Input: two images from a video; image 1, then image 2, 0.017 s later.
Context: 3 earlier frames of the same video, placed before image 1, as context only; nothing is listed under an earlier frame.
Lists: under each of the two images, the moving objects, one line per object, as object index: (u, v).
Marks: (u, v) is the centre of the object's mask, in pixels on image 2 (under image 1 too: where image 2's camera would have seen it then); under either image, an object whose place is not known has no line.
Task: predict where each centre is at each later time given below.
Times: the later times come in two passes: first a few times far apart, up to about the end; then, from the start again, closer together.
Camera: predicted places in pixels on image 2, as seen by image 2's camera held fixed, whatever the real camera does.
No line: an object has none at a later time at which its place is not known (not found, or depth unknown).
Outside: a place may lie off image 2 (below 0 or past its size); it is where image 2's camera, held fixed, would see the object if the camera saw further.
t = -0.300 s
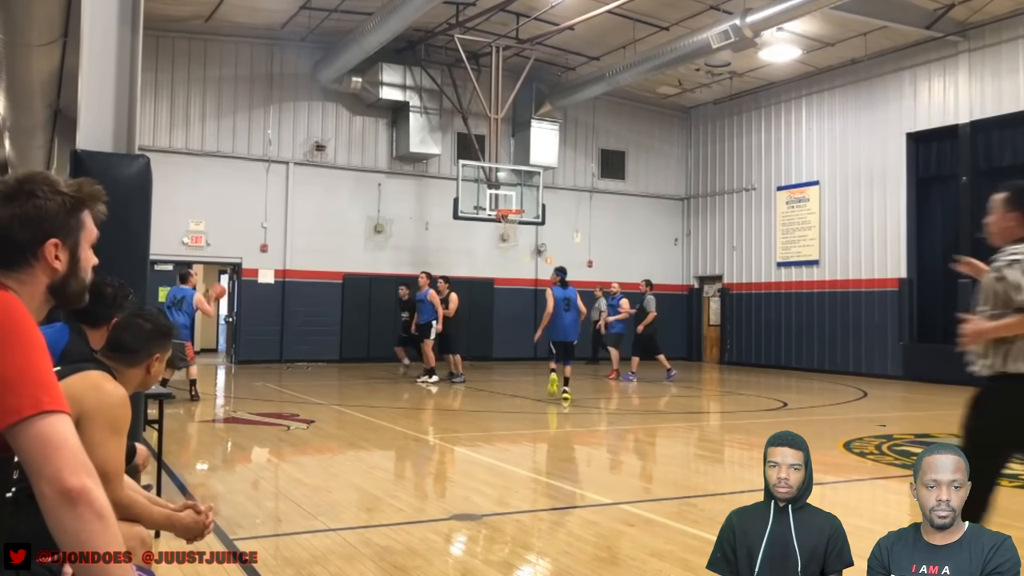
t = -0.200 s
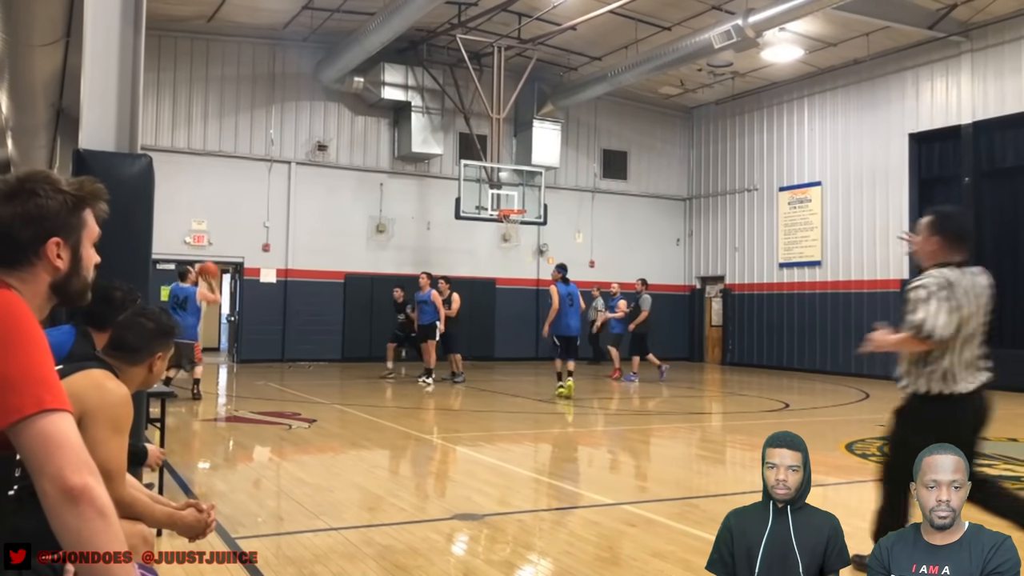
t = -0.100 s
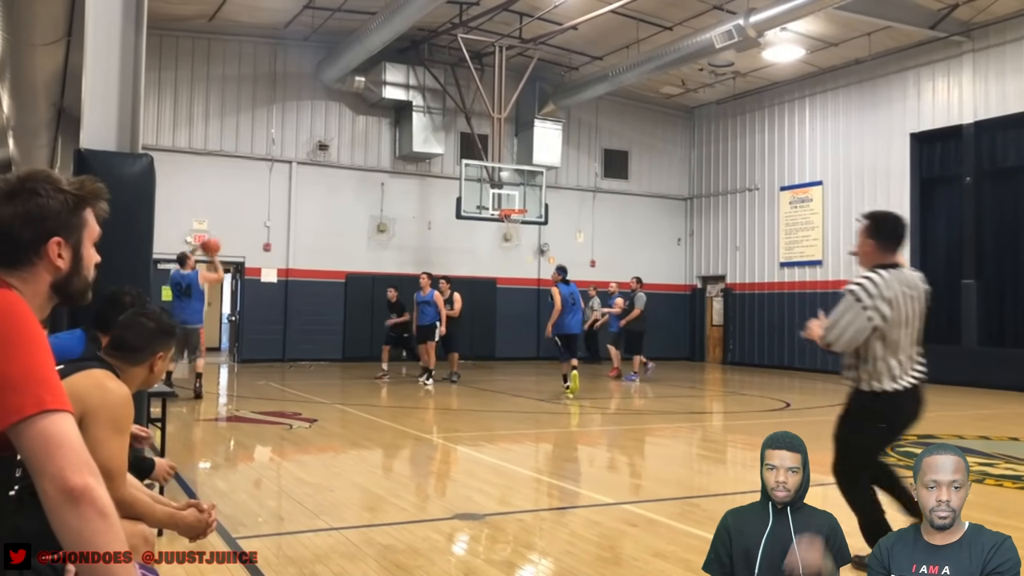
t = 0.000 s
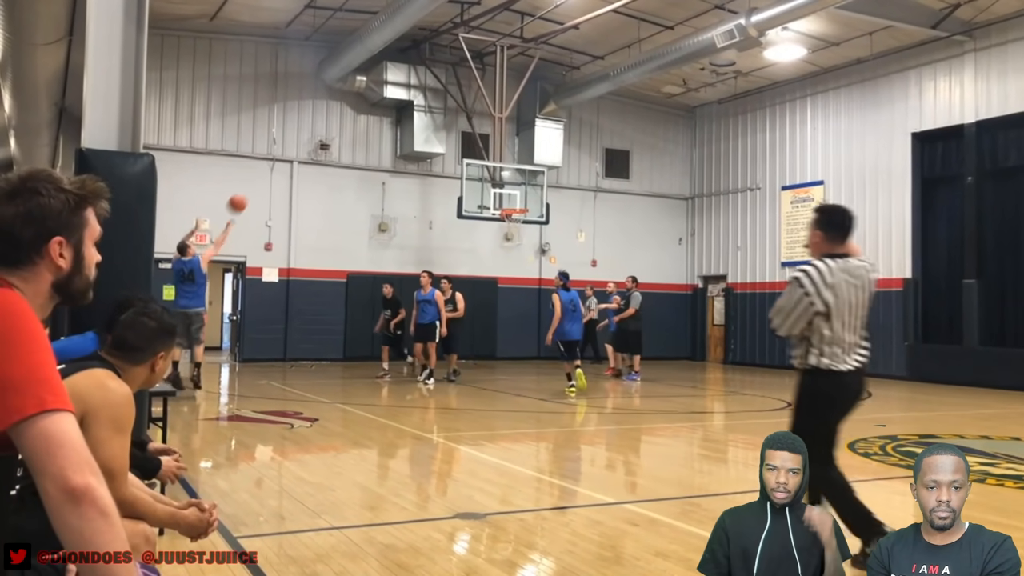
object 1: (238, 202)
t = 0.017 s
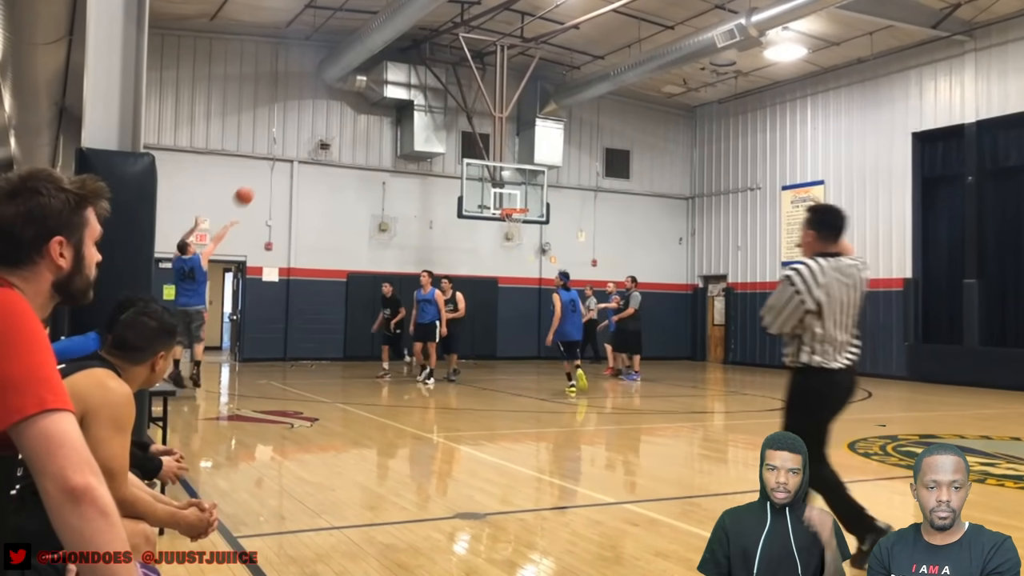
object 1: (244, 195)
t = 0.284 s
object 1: (331, 118)
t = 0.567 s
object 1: (406, 97)
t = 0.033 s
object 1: (250, 188)
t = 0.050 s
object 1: (256, 182)
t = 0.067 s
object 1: (262, 176)
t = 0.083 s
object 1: (268, 170)
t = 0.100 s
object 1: (273, 164)
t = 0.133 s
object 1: (284, 154)
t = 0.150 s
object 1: (290, 148)
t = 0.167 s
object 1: (296, 144)
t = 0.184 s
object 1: (300, 140)
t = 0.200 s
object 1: (306, 136)
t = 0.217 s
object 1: (311, 132)
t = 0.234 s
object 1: (316, 129)
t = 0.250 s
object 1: (322, 124)
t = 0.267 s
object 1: (326, 122)
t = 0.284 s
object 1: (331, 118)
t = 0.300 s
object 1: (336, 116)
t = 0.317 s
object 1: (341, 113)
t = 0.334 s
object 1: (346, 110)
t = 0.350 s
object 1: (349, 108)
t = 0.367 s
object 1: (355, 105)
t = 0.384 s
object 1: (359, 104)
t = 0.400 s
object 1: (364, 102)
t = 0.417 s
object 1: (369, 100)
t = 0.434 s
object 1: (373, 98)
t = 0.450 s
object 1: (376, 97)
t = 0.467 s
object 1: (380, 97)
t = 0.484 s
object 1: (385, 97)
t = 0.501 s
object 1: (389, 97)
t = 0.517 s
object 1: (394, 97)
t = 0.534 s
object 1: (398, 96)
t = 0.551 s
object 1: (403, 97)
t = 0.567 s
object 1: (406, 97)
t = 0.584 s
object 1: (409, 97)
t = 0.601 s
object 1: (414, 97)
